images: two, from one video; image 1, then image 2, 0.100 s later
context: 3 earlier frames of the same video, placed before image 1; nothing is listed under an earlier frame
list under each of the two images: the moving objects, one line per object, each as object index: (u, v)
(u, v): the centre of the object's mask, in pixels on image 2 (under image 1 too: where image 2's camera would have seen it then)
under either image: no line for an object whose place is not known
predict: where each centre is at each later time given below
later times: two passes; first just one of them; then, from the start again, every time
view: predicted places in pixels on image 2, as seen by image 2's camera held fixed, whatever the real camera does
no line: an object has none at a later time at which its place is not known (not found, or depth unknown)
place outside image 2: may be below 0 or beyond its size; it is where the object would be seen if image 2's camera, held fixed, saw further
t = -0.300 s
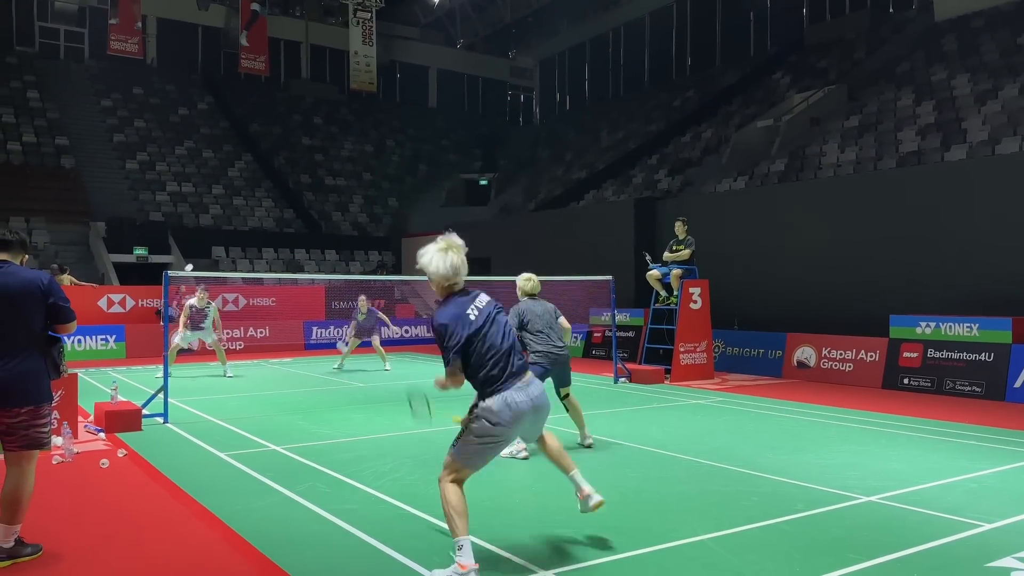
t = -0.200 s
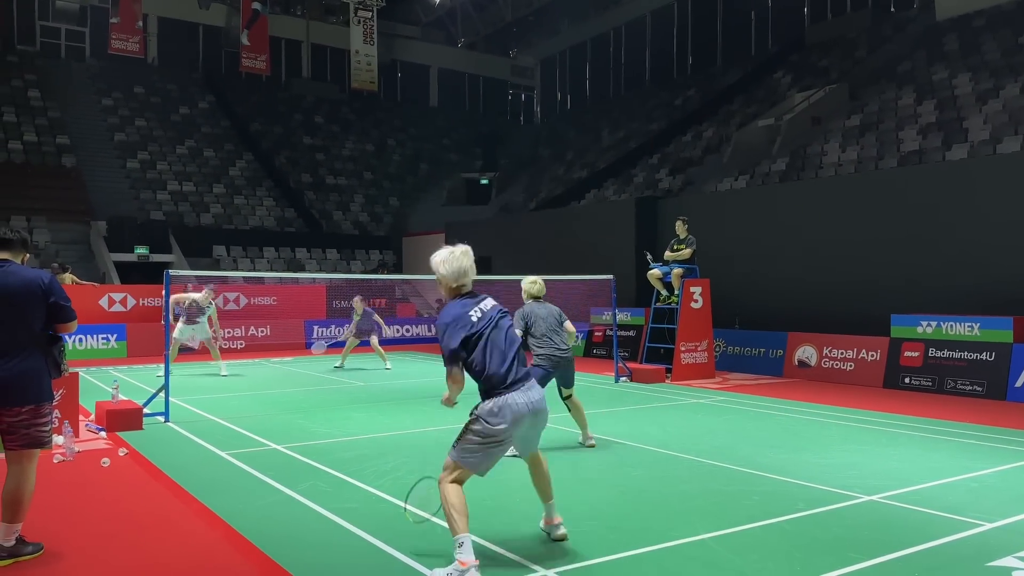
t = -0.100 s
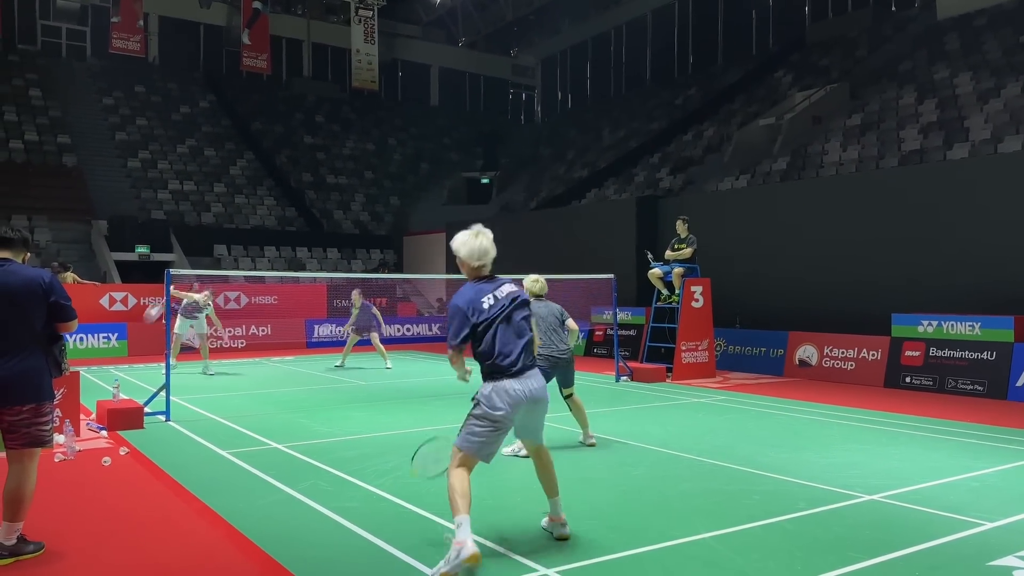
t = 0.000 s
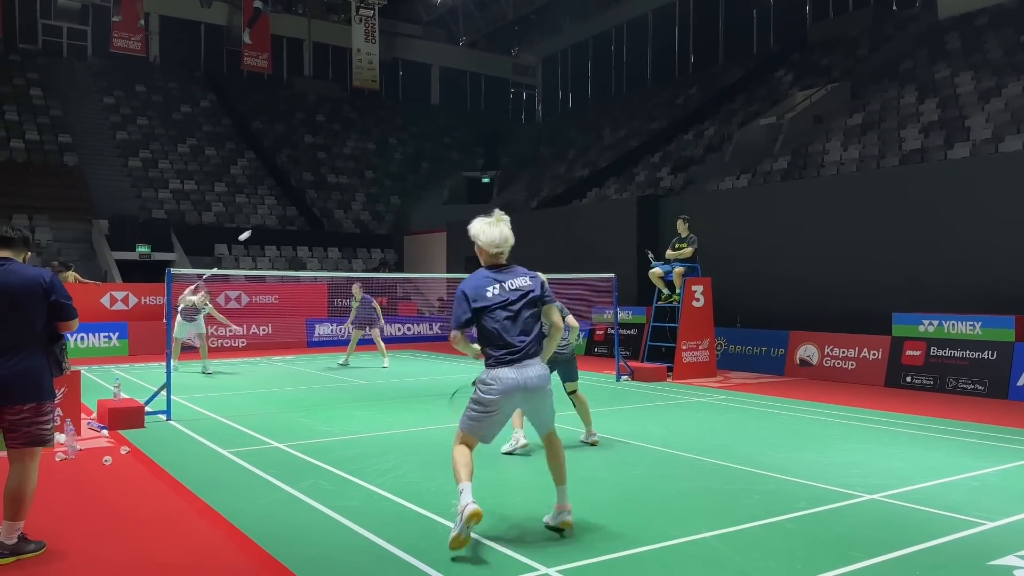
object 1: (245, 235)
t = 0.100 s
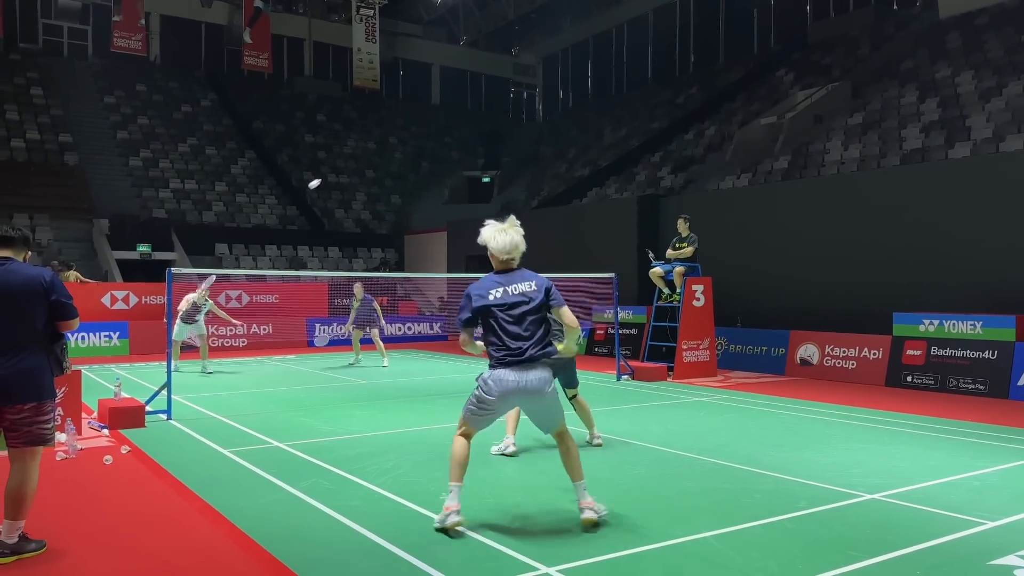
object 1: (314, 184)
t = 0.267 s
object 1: (413, 131)
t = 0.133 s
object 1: (335, 171)
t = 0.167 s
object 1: (356, 159)
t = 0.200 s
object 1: (376, 149)
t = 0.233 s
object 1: (395, 139)
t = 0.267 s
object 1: (413, 131)
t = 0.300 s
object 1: (432, 124)
